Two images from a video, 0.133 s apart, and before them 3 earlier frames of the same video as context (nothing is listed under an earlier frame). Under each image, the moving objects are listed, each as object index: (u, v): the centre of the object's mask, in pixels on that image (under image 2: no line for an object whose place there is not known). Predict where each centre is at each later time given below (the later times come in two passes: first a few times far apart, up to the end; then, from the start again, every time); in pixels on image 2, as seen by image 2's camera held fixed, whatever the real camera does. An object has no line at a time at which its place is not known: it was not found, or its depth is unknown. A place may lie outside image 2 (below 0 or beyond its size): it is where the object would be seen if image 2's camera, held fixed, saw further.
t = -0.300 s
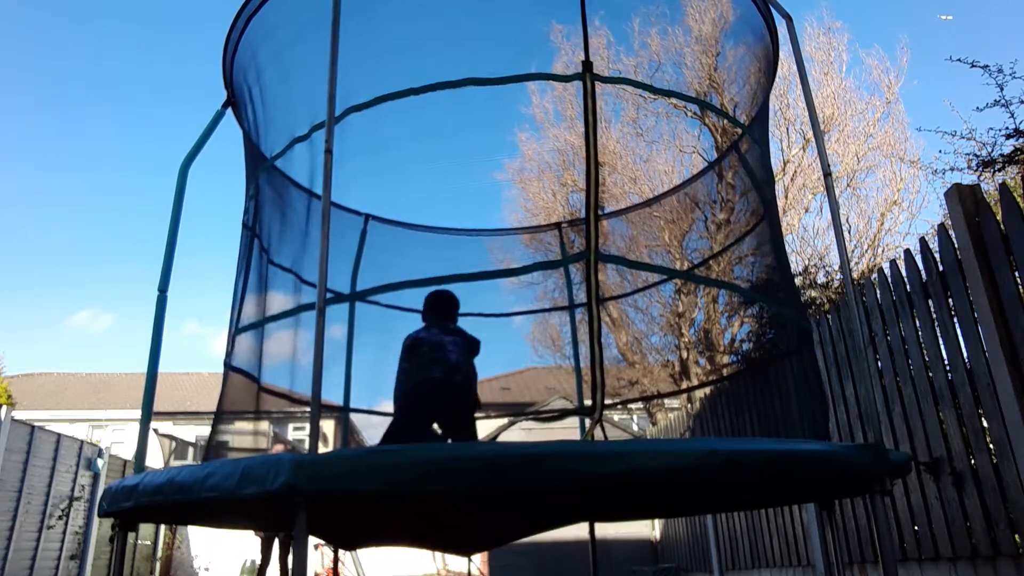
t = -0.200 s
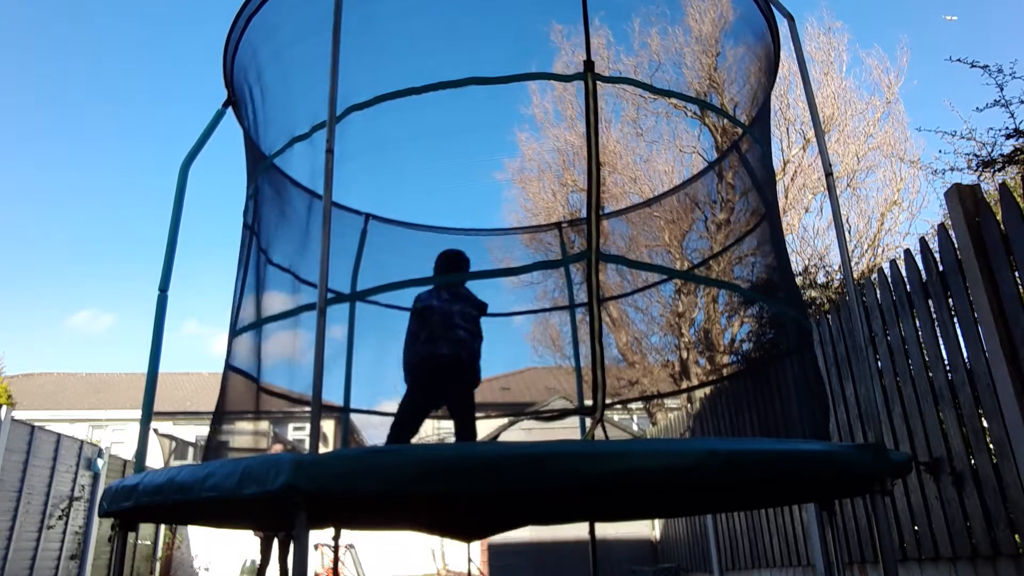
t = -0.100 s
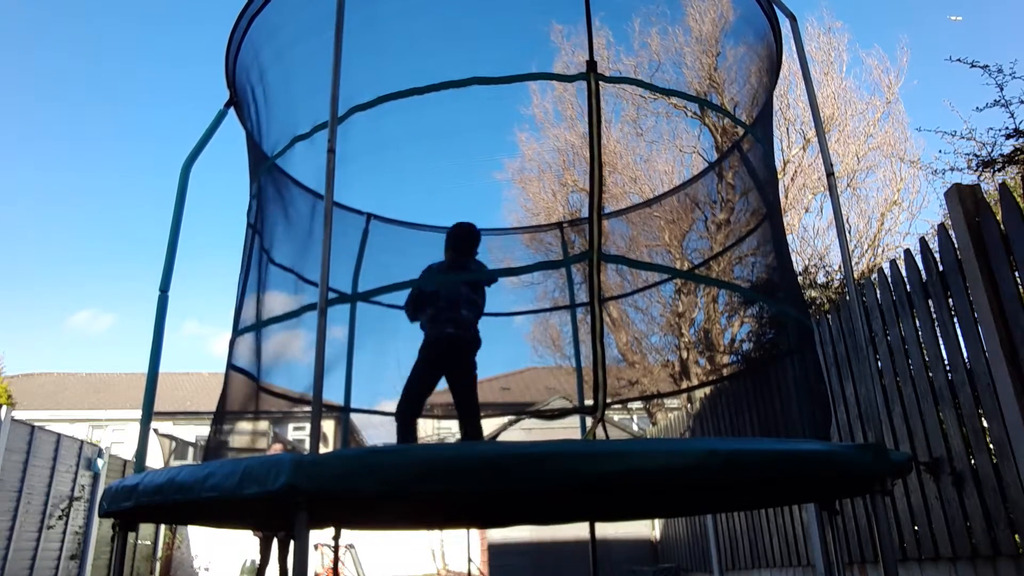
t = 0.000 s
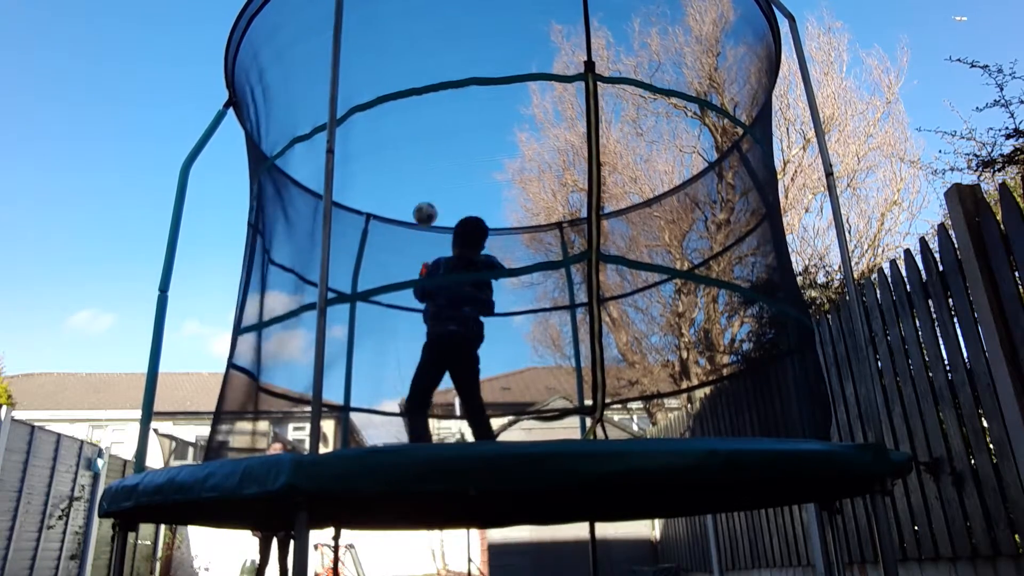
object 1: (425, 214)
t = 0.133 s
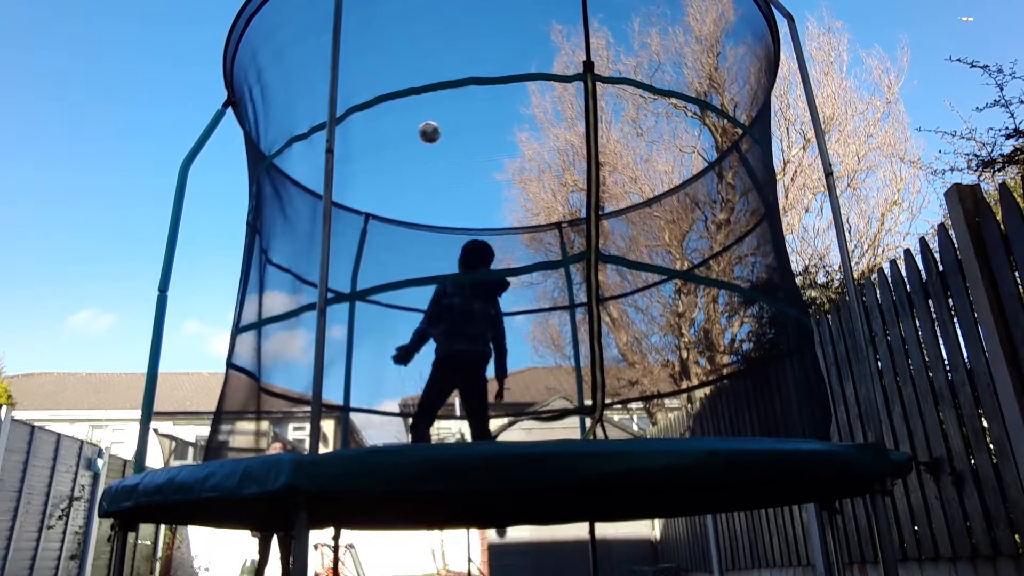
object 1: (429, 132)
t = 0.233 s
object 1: (433, 98)
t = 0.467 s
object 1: (438, 64)
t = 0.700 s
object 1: (443, 91)
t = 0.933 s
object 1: (446, 161)
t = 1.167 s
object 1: (449, 271)
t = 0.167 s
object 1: (430, 117)
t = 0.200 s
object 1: (431, 105)
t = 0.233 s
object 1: (433, 98)
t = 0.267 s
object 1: (433, 86)
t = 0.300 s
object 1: (433, 77)
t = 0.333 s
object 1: (434, 74)
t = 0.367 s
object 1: (435, 70)
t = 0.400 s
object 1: (436, 67)
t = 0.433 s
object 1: (437, 65)
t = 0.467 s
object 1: (438, 64)
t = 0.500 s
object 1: (439, 65)
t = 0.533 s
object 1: (440, 67)
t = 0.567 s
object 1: (440, 69)
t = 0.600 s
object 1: (441, 72)
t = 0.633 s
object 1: (441, 75)
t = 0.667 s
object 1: (442, 86)
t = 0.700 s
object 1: (443, 91)
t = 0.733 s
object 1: (443, 97)
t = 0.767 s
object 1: (444, 106)
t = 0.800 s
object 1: (444, 115)
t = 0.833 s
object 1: (445, 125)
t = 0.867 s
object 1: (445, 136)
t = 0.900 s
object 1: (446, 148)
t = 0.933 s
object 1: (446, 161)
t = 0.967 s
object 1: (446, 175)
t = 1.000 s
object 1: (447, 189)
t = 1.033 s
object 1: (447, 204)
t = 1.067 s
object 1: (448, 221)
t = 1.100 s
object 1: (448, 238)
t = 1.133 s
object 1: (449, 256)
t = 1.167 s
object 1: (449, 271)
